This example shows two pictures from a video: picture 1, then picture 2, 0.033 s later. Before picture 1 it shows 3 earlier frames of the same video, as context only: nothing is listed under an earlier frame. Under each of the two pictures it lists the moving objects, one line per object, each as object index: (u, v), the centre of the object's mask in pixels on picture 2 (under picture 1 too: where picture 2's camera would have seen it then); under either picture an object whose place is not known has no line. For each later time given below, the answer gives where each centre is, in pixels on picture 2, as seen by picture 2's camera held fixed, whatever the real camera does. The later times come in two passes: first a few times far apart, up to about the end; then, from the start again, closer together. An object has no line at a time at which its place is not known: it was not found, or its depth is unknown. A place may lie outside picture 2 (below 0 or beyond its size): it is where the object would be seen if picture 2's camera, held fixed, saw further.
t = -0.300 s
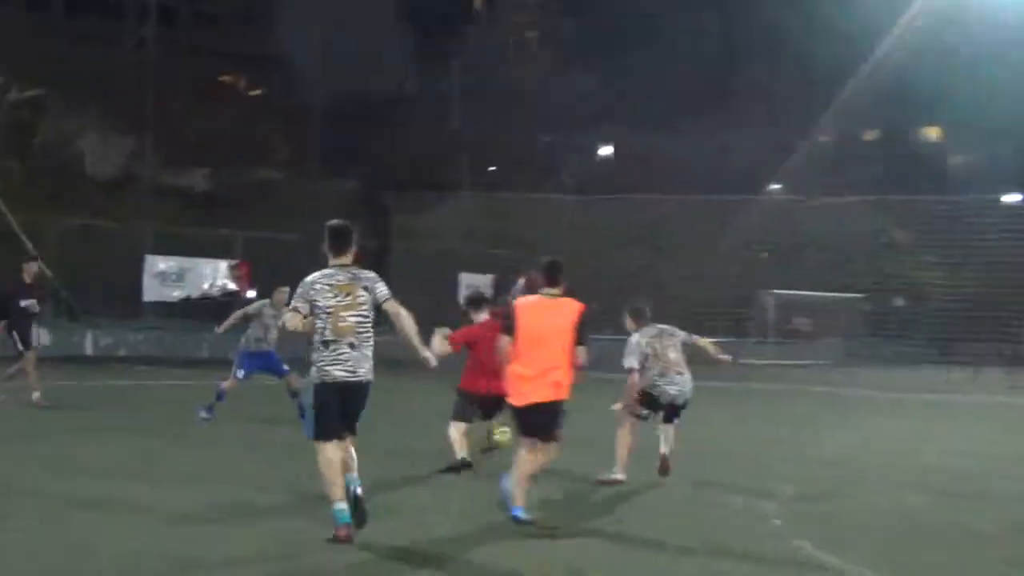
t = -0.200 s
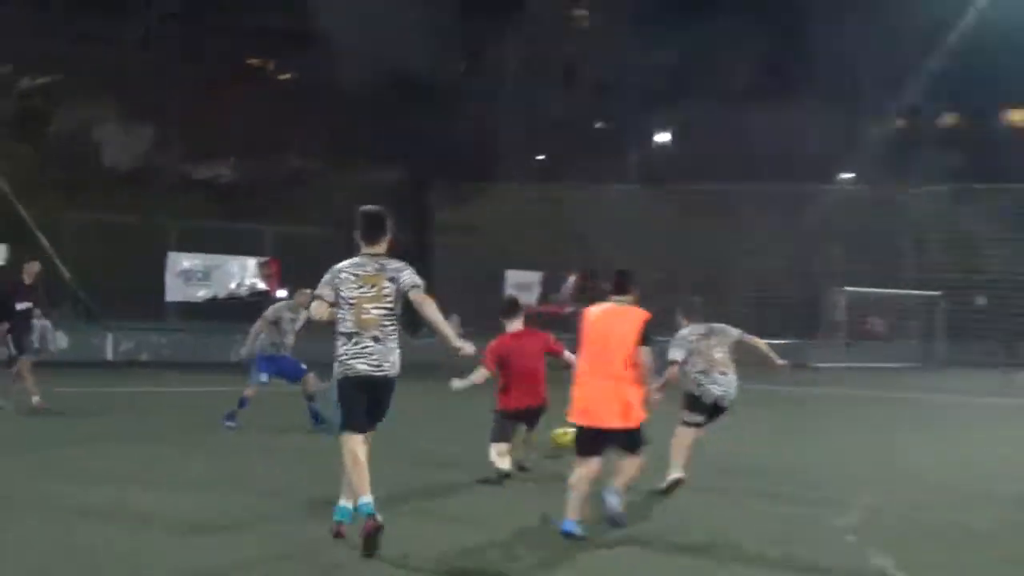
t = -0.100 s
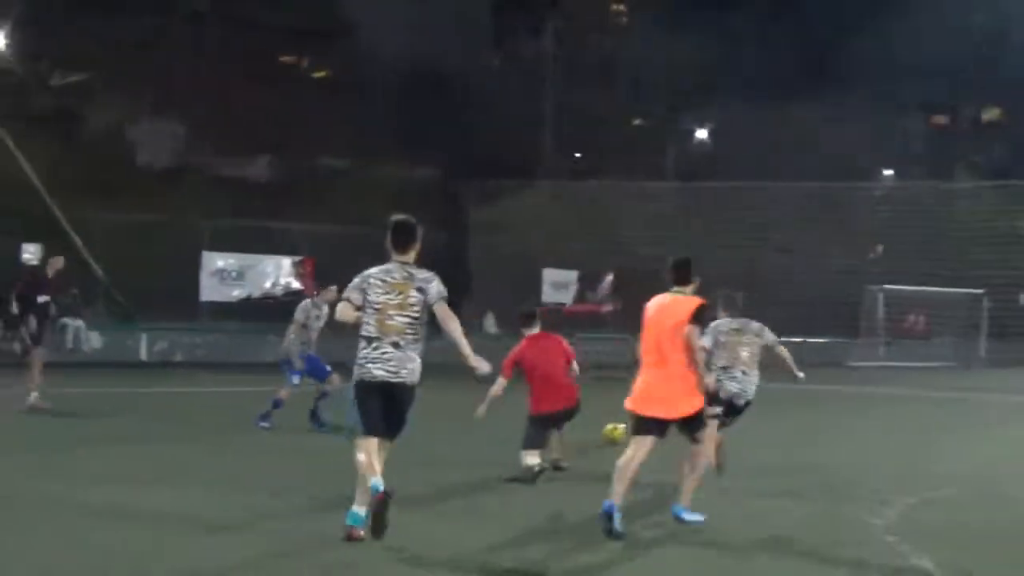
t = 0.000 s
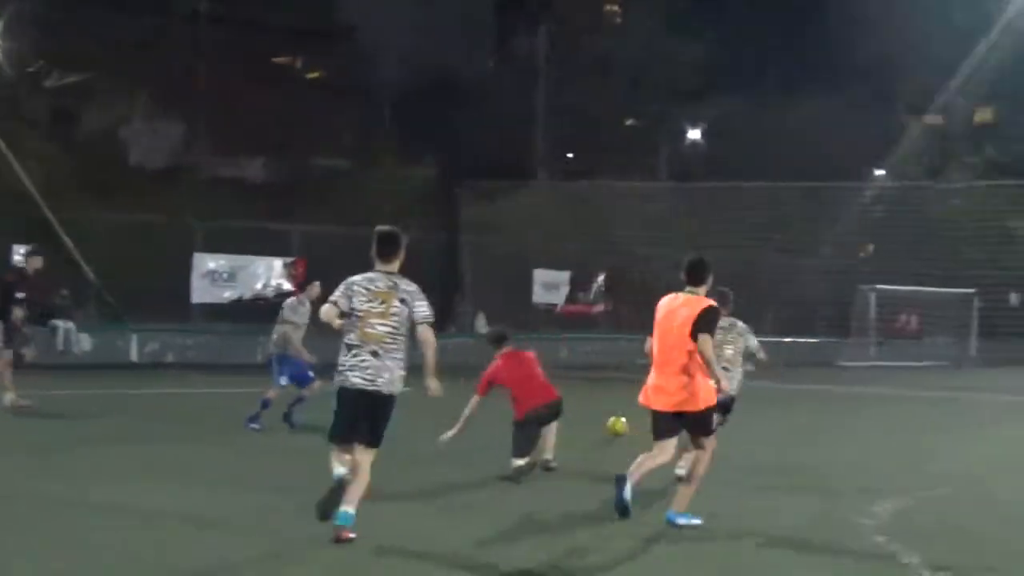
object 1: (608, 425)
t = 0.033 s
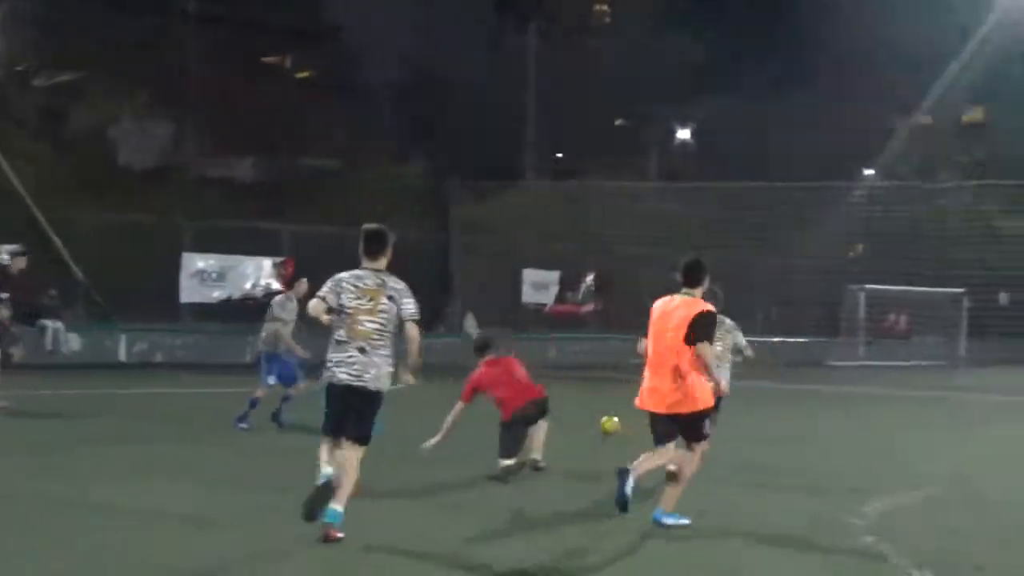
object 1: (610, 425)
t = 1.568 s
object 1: (646, 387)
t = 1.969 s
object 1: (649, 380)
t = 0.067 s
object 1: (608, 424)
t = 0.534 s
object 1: (629, 404)
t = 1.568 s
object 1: (646, 387)
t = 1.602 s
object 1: (646, 387)
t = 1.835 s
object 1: (649, 382)
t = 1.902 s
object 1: (650, 381)
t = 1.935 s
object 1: (650, 381)
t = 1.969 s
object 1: (649, 380)
